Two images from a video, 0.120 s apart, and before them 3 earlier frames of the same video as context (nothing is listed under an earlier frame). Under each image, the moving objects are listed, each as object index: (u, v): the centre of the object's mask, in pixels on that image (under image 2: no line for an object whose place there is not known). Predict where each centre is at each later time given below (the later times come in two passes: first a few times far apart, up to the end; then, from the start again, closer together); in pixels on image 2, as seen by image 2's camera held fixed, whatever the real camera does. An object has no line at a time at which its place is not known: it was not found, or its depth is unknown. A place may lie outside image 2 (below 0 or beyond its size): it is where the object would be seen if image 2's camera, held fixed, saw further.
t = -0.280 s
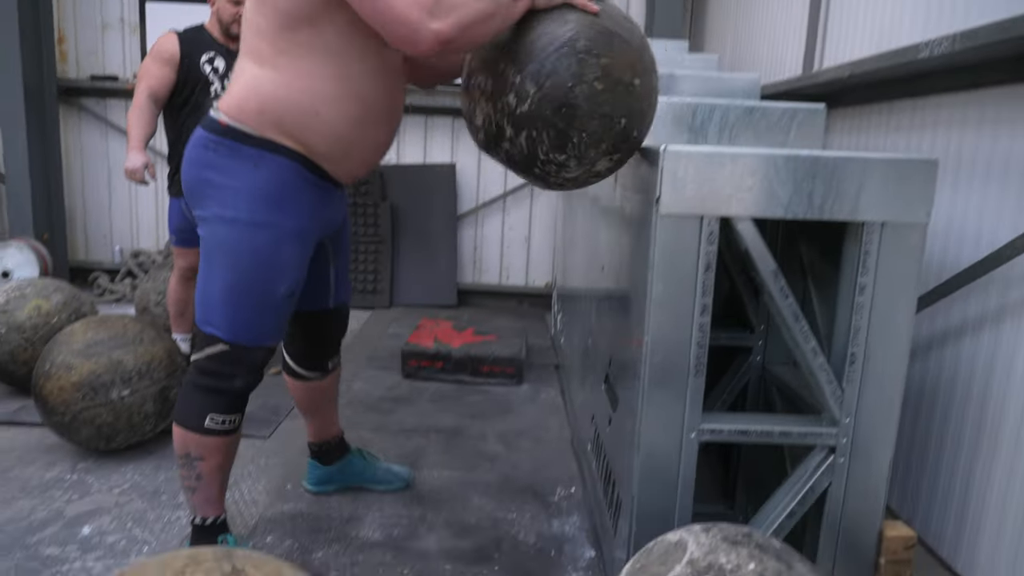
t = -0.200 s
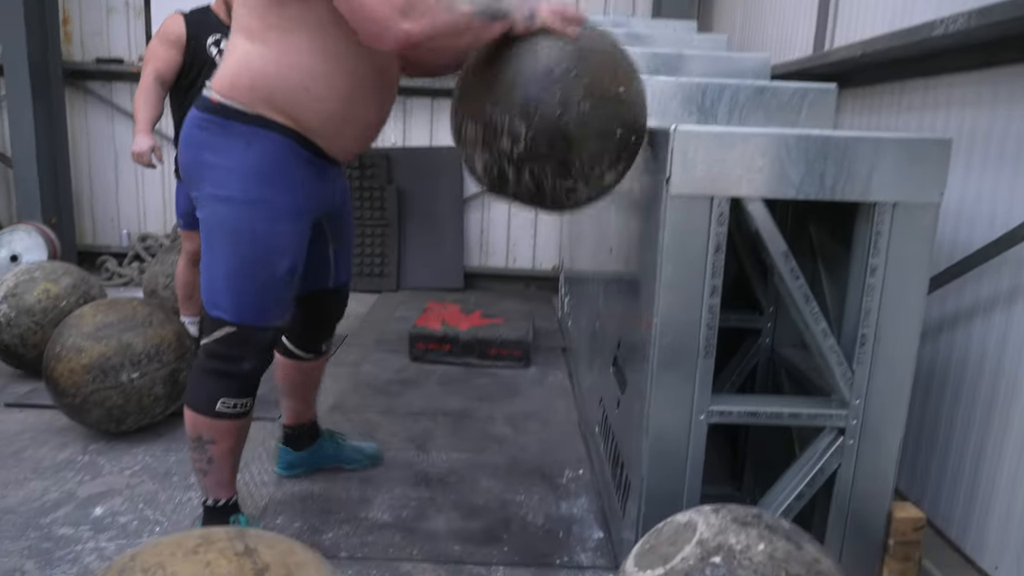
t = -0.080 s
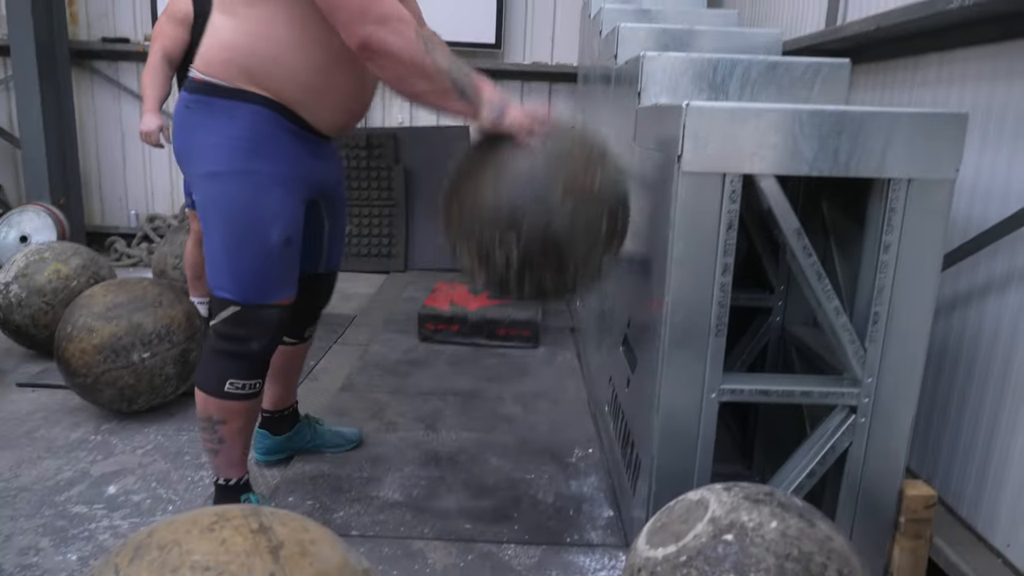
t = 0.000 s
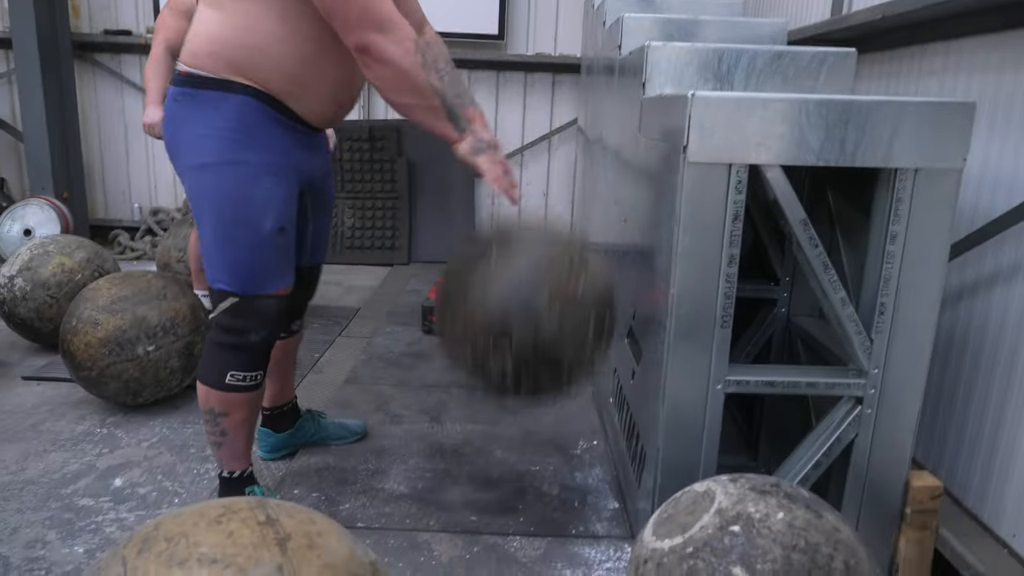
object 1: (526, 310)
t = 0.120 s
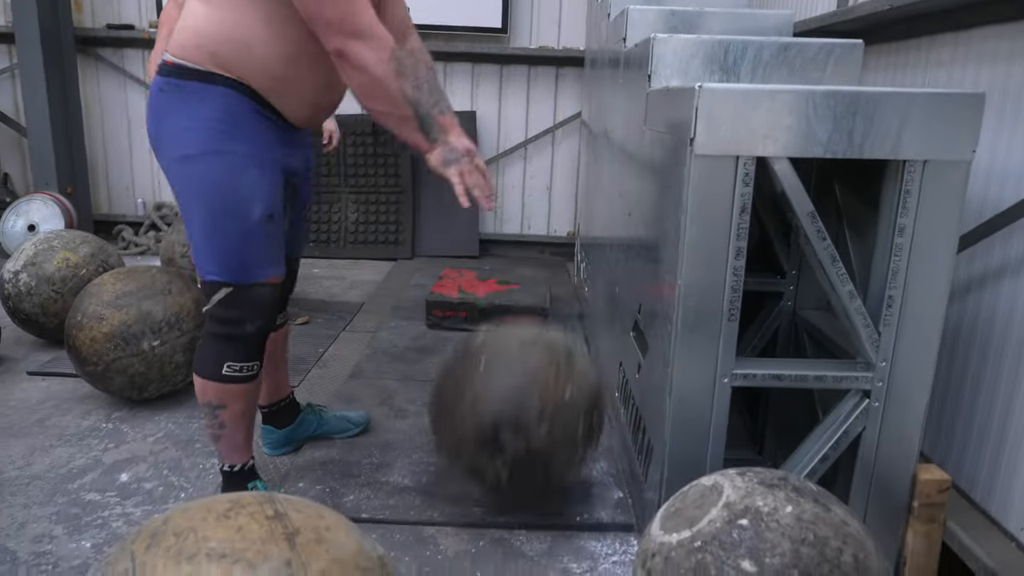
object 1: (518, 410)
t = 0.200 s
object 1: (520, 355)
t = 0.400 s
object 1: (522, 320)
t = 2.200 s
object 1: (460, 417)
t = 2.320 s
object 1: (469, 419)
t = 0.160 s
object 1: (519, 379)
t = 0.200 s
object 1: (520, 355)
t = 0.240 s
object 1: (520, 338)
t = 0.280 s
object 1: (521, 326)
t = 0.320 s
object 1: (521, 318)
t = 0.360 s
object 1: (521, 316)
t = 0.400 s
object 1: (522, 320)
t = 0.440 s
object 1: (521, 328)
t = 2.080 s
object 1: (453, 417)
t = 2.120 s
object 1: (455, 417)
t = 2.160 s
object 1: (457, 417)
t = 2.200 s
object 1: (460, 417)
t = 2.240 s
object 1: (462, 417)
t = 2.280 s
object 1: (465, 418)
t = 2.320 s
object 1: (469, 419)
